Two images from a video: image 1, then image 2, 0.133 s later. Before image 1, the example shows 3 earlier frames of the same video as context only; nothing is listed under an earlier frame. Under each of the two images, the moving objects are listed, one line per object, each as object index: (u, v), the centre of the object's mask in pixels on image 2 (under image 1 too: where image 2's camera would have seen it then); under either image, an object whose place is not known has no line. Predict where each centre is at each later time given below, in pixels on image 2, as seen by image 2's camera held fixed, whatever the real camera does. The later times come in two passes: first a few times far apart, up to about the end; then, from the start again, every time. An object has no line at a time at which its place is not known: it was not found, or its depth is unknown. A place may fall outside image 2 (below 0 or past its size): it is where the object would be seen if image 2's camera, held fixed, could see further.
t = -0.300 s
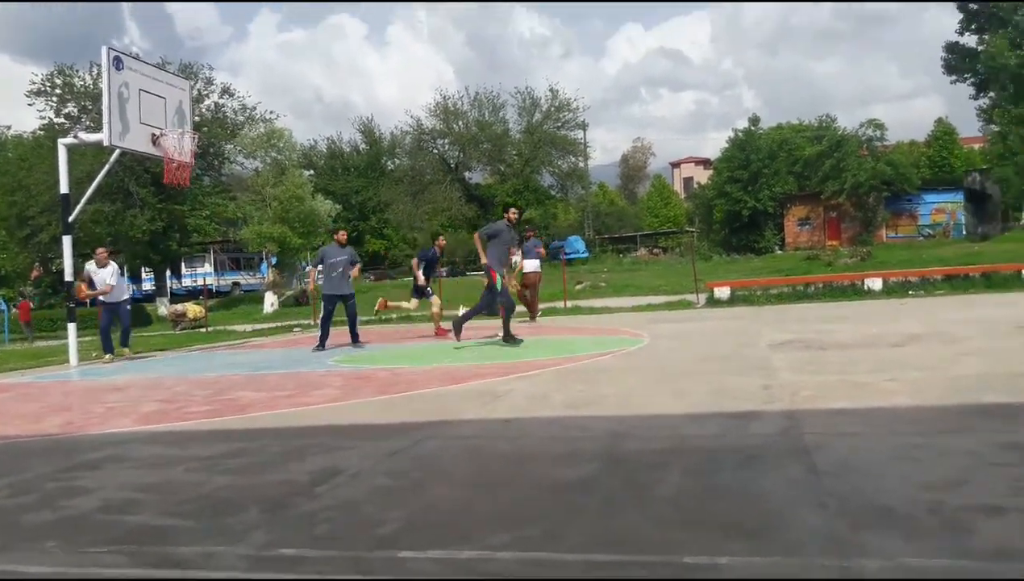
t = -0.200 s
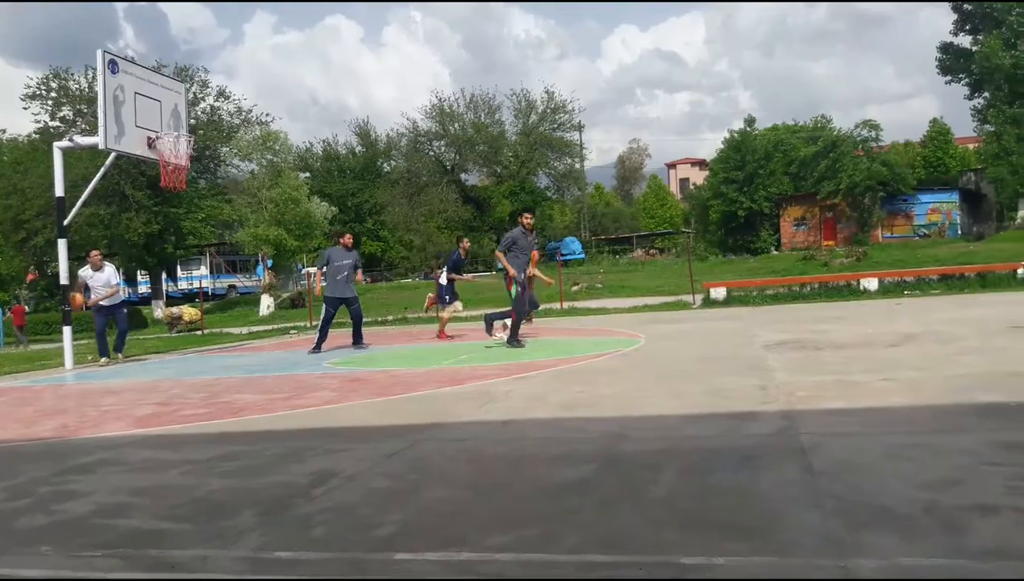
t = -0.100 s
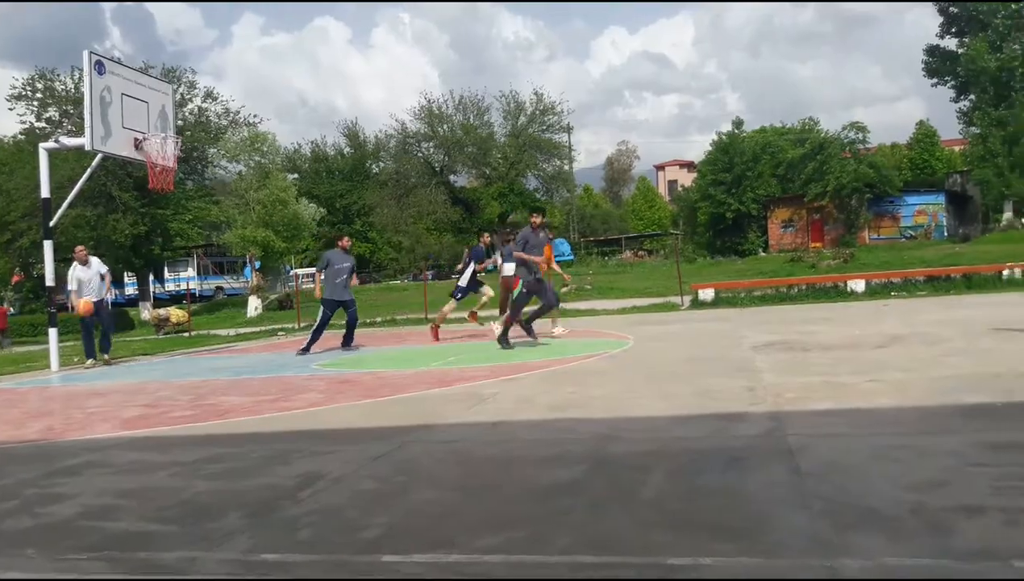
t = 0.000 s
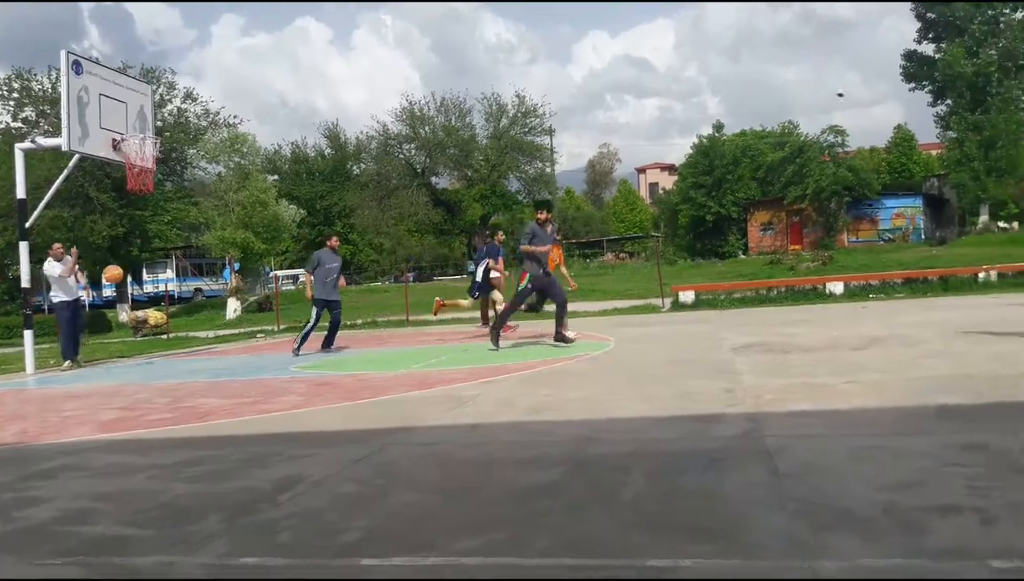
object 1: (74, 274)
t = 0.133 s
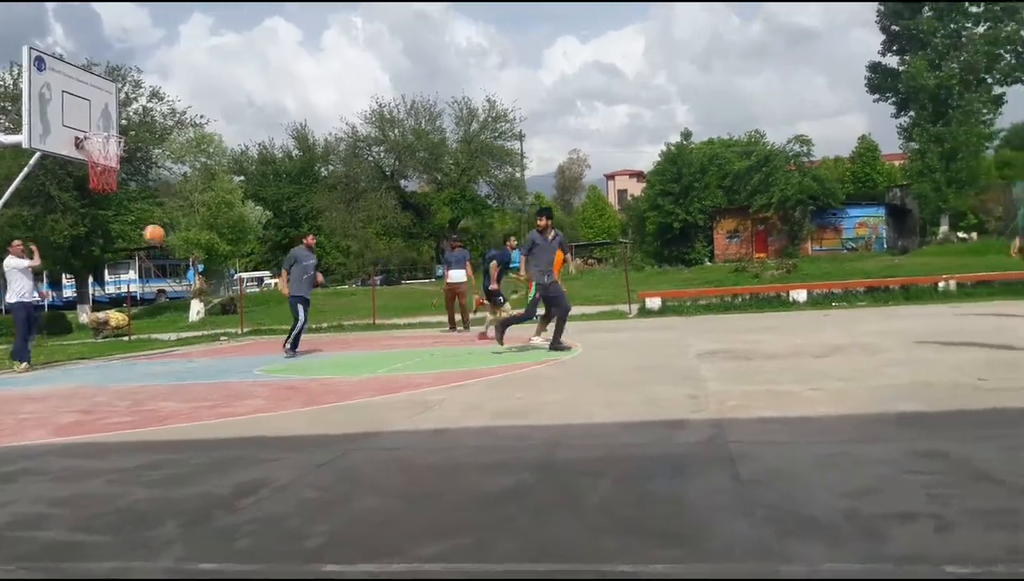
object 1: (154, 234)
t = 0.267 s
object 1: (242, 207)
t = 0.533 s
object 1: (448, 204)
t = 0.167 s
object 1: (174, 226)
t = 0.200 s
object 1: (196, 219)
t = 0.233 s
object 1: (219, 213)
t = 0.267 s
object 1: (242, 207)
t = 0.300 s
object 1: (266, 203)
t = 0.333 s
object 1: (290, 200)
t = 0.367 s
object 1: (314, 198)
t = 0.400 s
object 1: (339, 196)
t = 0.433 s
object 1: (366, 196)
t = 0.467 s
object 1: (393, 198)
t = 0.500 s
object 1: (420, 201)
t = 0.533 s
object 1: (448, 204)
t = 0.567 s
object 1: (478, 210)
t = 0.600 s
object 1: (507, 217)
